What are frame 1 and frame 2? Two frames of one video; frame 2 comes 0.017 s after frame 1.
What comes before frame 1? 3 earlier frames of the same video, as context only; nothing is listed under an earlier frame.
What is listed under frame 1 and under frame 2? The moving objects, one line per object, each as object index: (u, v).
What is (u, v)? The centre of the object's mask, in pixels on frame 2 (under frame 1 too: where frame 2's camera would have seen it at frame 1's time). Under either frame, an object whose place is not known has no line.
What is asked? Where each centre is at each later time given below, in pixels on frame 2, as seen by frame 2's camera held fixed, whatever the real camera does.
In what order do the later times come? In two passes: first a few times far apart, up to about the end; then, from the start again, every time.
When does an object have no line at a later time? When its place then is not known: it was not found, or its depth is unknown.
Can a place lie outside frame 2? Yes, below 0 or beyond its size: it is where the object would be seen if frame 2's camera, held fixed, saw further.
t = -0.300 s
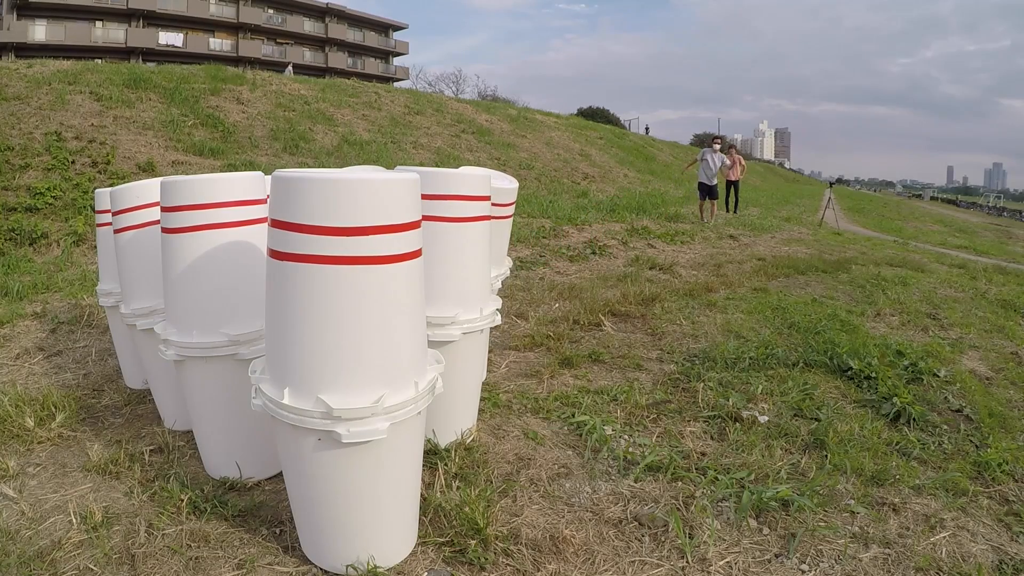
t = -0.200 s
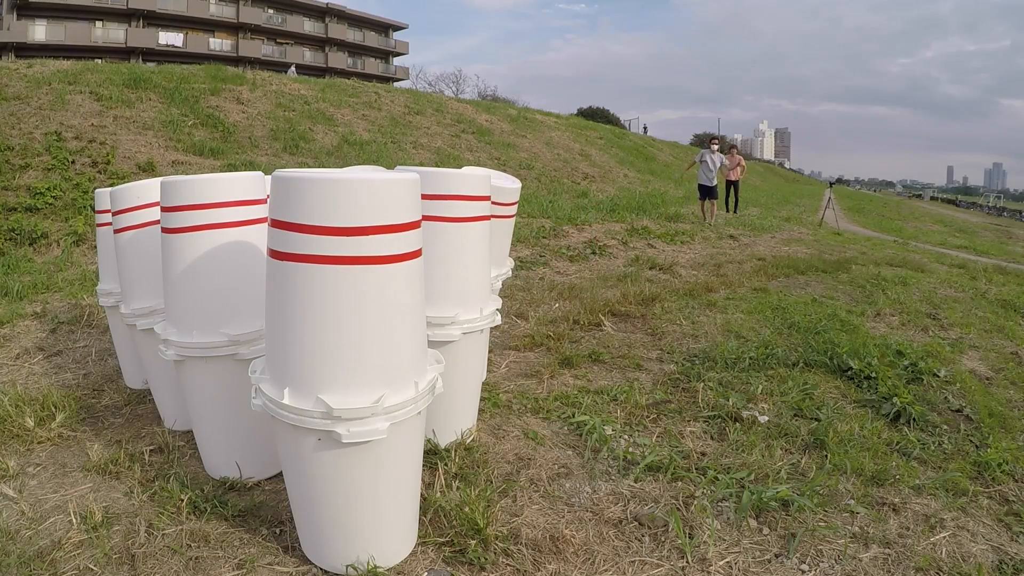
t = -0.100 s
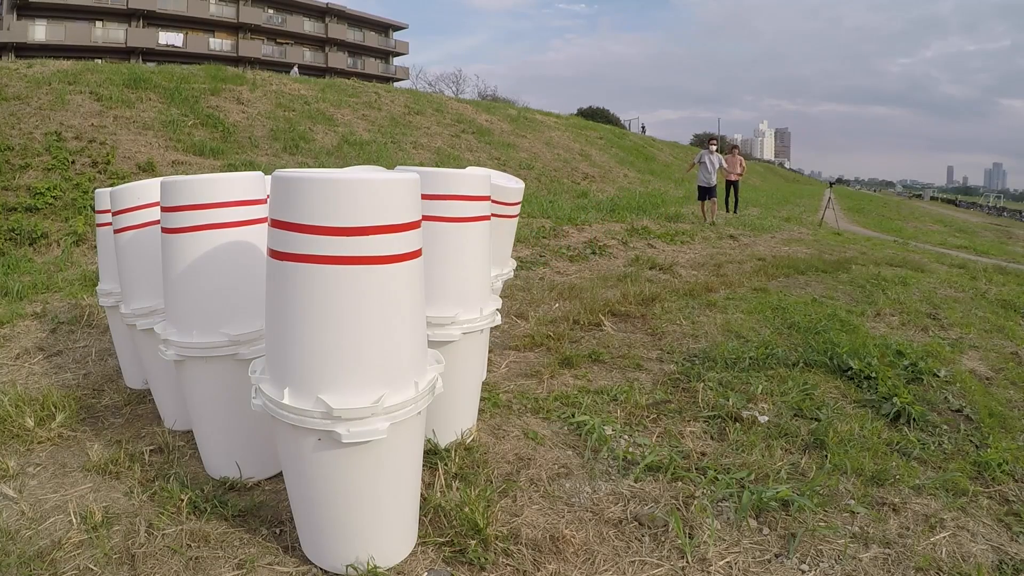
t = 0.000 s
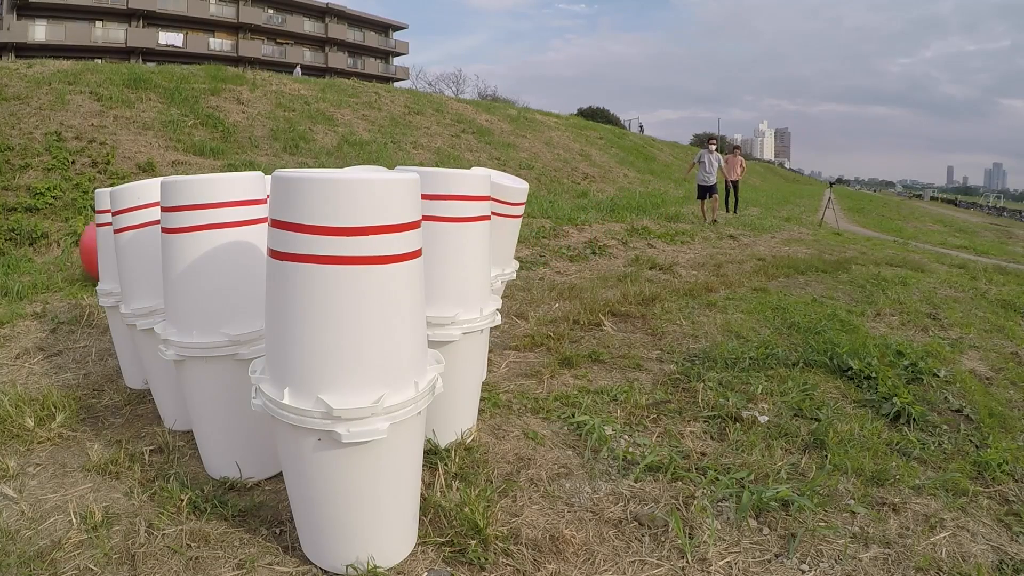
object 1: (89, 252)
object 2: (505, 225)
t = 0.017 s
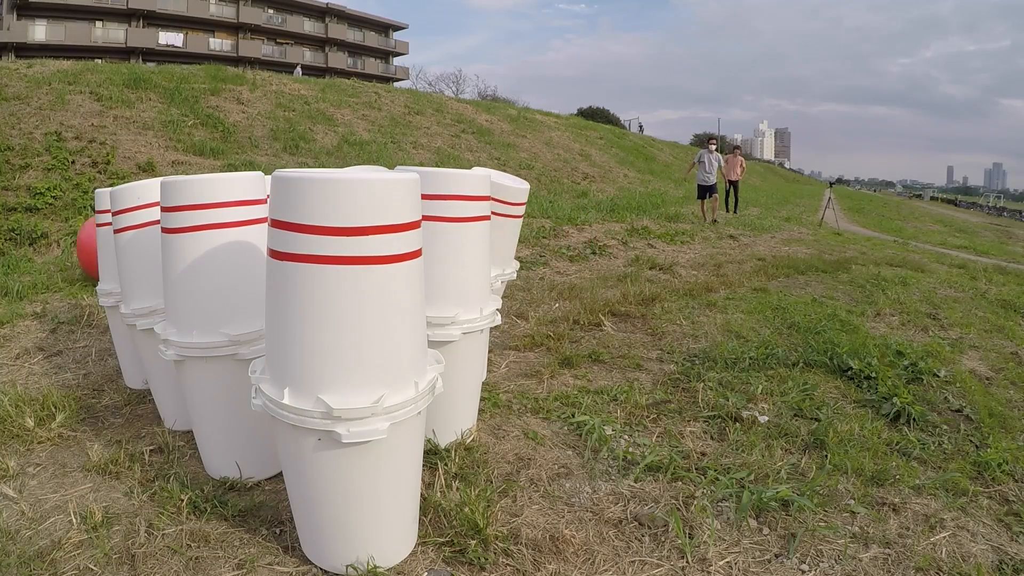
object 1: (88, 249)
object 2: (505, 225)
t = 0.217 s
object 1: (69, 245)
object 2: (511, 227)
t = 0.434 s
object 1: (36, 249)
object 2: (522, 235)
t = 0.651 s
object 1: (16, 249)
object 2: (543, 258)
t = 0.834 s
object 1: (5, 252)
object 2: (566, 299)
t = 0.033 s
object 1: (86, 247)
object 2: (506, 225)
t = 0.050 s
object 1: (85, 245)
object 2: (506, 225)
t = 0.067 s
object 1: (83, 244)
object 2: (506, 226)
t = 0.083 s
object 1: (82, 242)
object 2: (507, 226)
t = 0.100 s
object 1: (80, 241)
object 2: (507, 226)
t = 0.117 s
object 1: (79, 241)
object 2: (508, 226)
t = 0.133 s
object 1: (77, 241)
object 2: (508, 226)
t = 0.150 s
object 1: (76, 241)
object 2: (509, 227)
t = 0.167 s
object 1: (74, 242)
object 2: (509, 227)
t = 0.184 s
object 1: (72, 242)
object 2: (510, 227)
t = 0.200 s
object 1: (71, 243)
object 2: (510, 227)
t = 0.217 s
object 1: (69, 245)
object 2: (511, 227)
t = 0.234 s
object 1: (67, 247)
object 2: (511, 228)
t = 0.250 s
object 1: (65, 249)
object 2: (512, 228)
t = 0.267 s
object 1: (63, 251)
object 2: (512, 228)
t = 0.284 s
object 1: (60, 253)
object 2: (513, 229)
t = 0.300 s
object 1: (57, 255)
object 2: (514, 229)
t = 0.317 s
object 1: (55, 256)
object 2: (514, 230)
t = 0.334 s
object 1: (52, 257)
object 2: (515, 230)
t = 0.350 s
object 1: (49, 255)
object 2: (516, 231)
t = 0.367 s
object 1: (46, 254)
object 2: (517, 232)
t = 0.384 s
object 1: (43, 253)
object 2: (518, 232)
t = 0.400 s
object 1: (41, 251)
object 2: (519, 233)
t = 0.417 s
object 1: (38, 250)
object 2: (520, 234)
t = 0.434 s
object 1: (36, 249)
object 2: (522, 235)
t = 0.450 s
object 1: (33, 248)
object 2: (523, 236)
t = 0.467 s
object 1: (30, 247)
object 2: (524, 237)
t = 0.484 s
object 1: (29, 247)
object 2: (526, 239)
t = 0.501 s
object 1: (27, 246)
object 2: (527, 240)
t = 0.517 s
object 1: (25, 246)
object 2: (529, 241)
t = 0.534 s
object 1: (24, 246)
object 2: (530, 243)
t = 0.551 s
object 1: (23, 246)
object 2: (532, 245)
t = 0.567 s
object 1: (22, 246)
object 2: (534, 246)
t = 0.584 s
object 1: (21, 247)
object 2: (535, 249)
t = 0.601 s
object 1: (19, 247)
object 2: (537, 251)
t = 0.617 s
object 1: (18, 248)
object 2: (539, 253)
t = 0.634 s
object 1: (17, 248)
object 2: (541, 255)
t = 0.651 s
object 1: (16, 249)
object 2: (543, 258)
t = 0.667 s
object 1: (15, 250)
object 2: (544, 260)
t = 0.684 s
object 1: (14, 251)
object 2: (547, 263)
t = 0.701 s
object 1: (13, 252)
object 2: (549, 266)
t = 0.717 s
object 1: (12, 254)
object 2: (551, 270)
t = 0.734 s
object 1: (11, 255)
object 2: (553, 273)
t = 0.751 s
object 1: (10, 255)
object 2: (555, 277)
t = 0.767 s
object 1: (9, 255)
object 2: (558, 281)
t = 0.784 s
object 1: (8, 255)
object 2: (560, 285)
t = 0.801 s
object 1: (7, 254)
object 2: (562, 290)
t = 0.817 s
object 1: (6, 253)
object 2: (563, 294)
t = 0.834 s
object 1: (5, 252)
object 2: (566, 299)
